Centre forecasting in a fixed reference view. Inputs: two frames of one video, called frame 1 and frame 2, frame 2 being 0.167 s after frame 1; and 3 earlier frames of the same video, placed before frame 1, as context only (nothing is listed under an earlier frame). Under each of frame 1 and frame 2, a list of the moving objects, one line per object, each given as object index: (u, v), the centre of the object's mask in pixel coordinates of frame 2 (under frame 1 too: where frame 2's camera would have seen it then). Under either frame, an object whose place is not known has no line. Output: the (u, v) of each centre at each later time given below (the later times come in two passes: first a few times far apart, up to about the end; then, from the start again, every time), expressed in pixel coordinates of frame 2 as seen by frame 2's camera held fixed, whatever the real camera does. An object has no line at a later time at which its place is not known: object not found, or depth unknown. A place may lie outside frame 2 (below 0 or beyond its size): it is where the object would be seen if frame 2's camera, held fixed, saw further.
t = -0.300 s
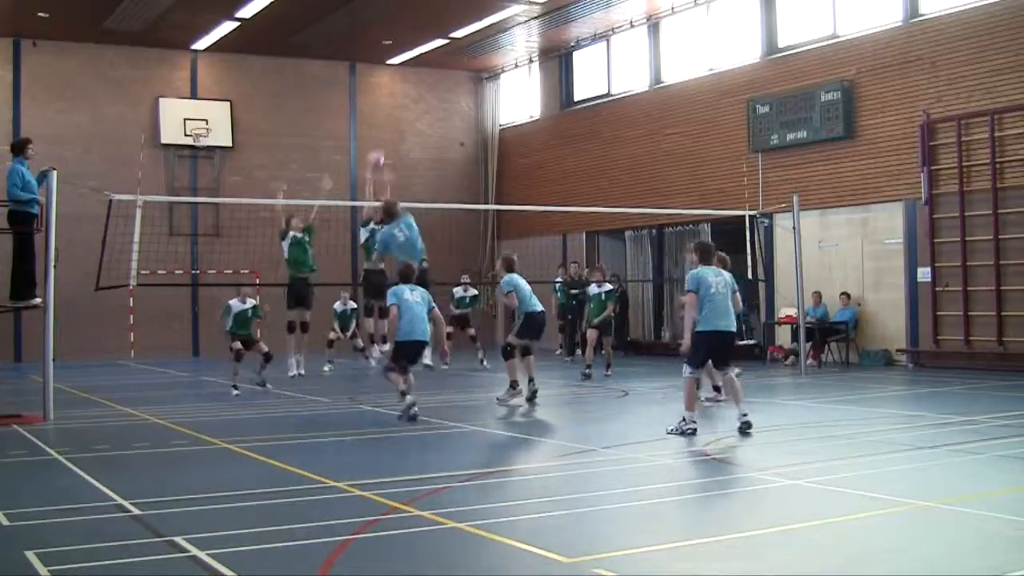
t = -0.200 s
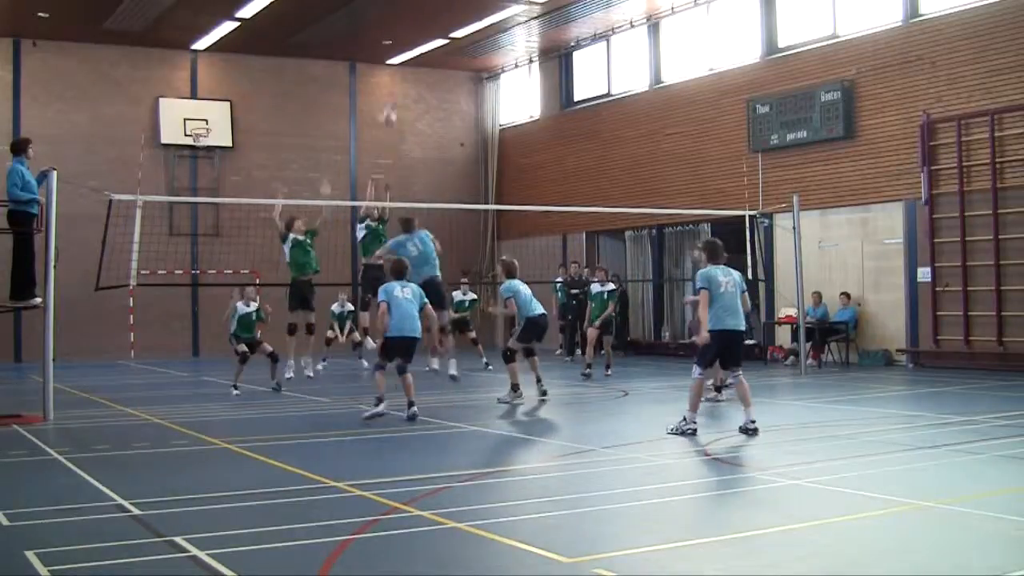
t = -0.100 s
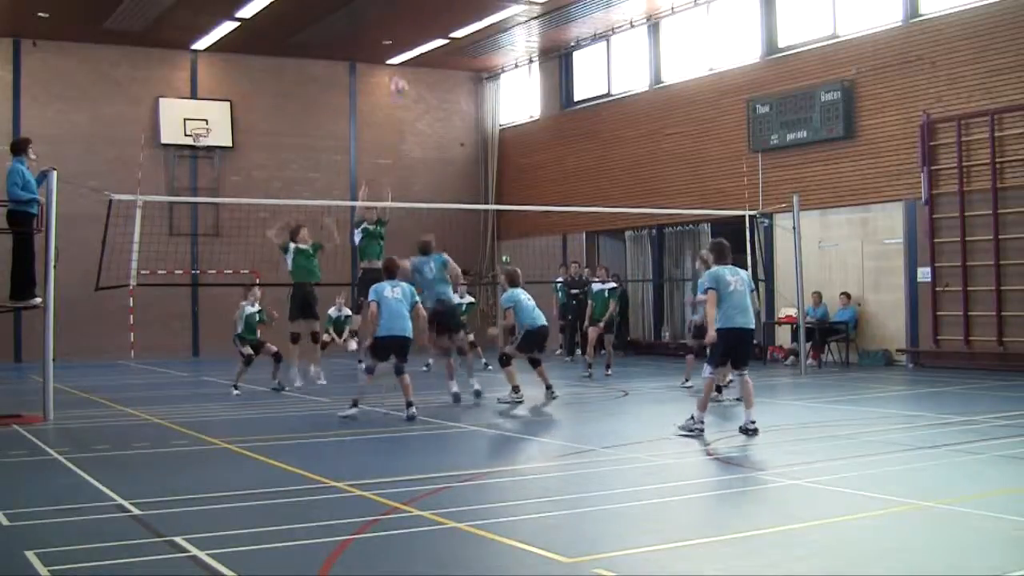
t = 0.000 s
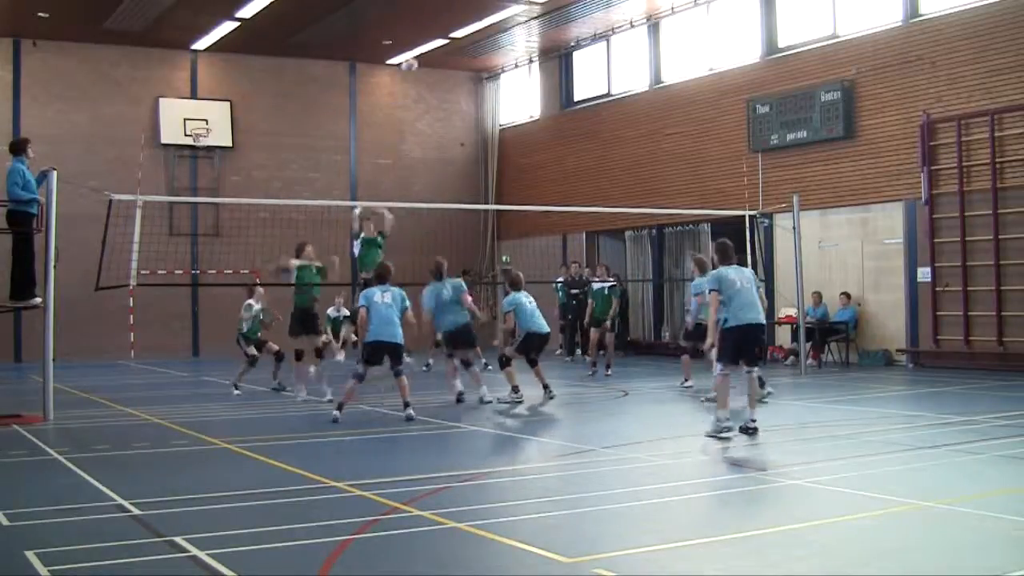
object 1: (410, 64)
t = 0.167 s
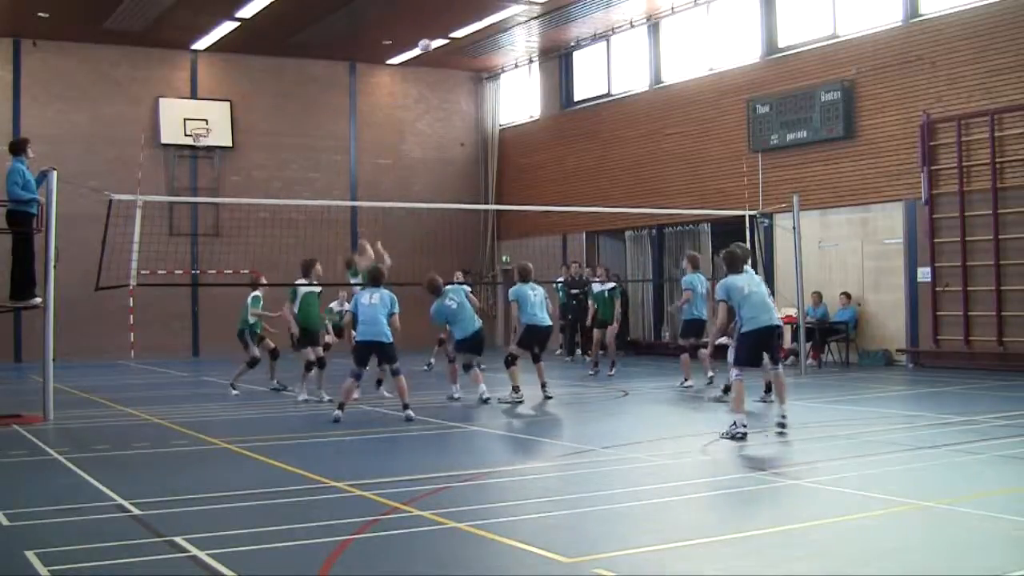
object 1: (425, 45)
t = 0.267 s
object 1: (434, 44)
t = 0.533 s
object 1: (454, 70)
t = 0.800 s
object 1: (471, 136)
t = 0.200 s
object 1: (428, 44)
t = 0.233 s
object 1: (430, 43)
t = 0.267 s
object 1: (434, 44)
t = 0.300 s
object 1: (437, 44)
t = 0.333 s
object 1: (441, 45)
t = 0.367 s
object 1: (442, 50)
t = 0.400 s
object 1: (444, 52)
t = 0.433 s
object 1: (447, 56)
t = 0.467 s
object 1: (449, 59)
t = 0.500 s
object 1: (452, 65)
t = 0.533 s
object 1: (454, 70)
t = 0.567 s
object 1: (456, 77)
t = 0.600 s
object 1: (459, 83)
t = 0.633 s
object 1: (461, 92)
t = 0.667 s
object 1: (464, 100)
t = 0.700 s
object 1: (467, 108)
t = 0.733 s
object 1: (467, 113)
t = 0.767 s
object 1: (470, 126)
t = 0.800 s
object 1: (471, 136)
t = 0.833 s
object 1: (473, 147)
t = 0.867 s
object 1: (476, 158)
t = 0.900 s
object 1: (478, 171)
